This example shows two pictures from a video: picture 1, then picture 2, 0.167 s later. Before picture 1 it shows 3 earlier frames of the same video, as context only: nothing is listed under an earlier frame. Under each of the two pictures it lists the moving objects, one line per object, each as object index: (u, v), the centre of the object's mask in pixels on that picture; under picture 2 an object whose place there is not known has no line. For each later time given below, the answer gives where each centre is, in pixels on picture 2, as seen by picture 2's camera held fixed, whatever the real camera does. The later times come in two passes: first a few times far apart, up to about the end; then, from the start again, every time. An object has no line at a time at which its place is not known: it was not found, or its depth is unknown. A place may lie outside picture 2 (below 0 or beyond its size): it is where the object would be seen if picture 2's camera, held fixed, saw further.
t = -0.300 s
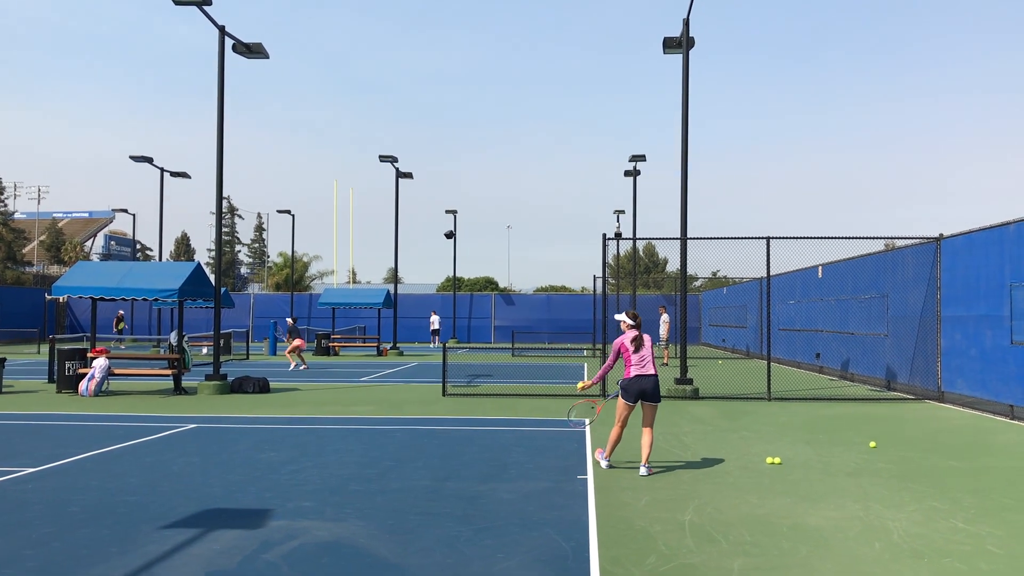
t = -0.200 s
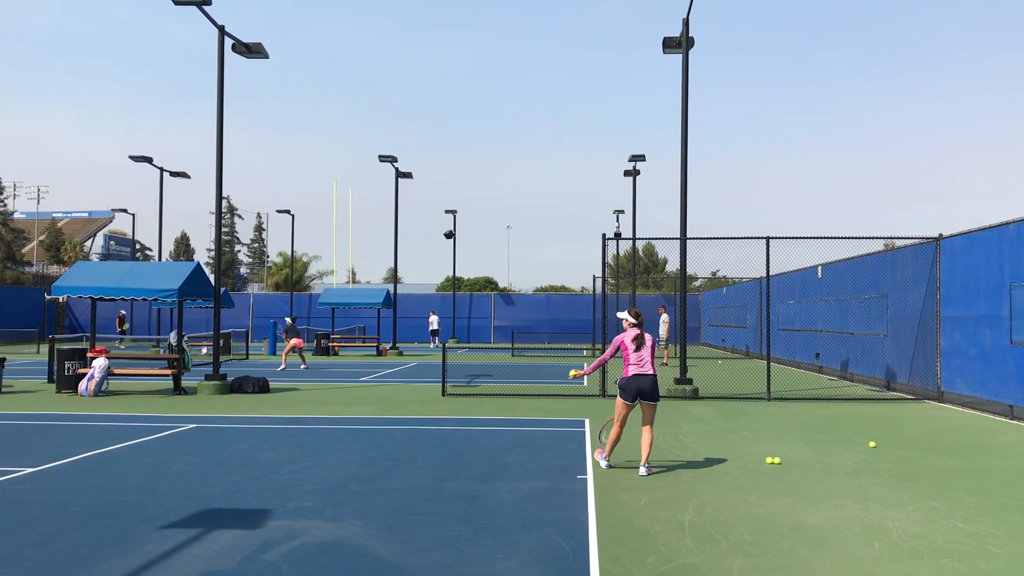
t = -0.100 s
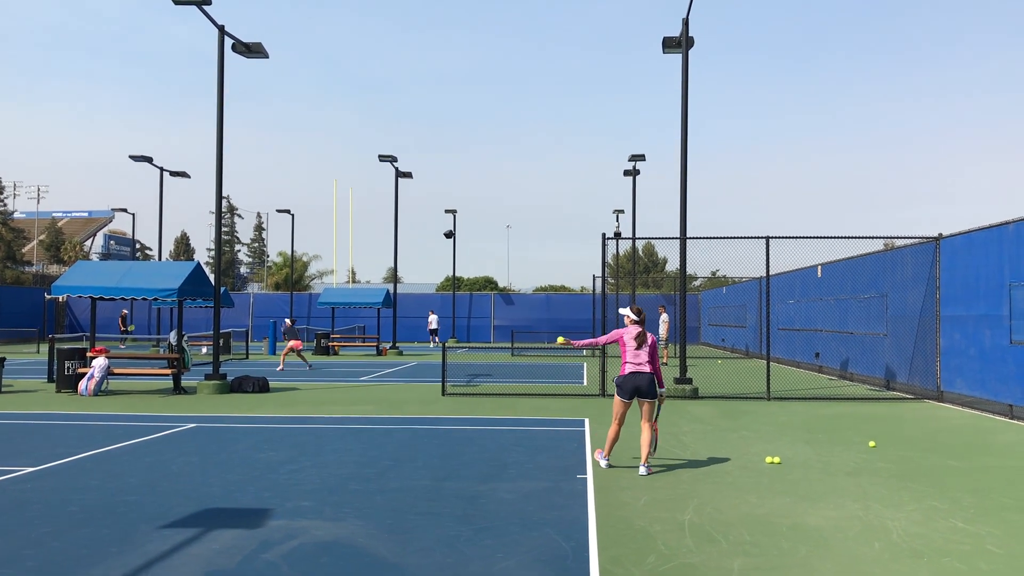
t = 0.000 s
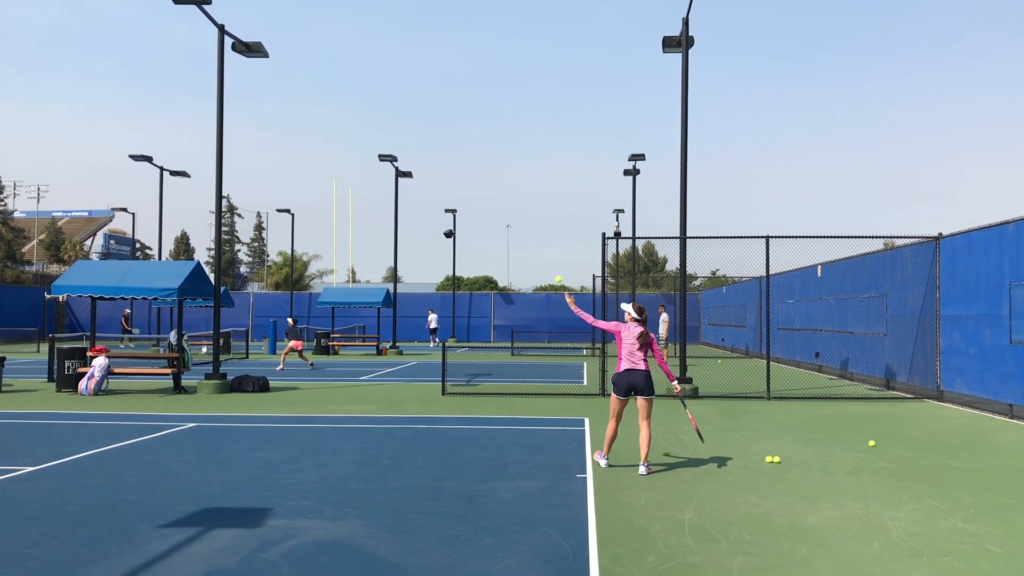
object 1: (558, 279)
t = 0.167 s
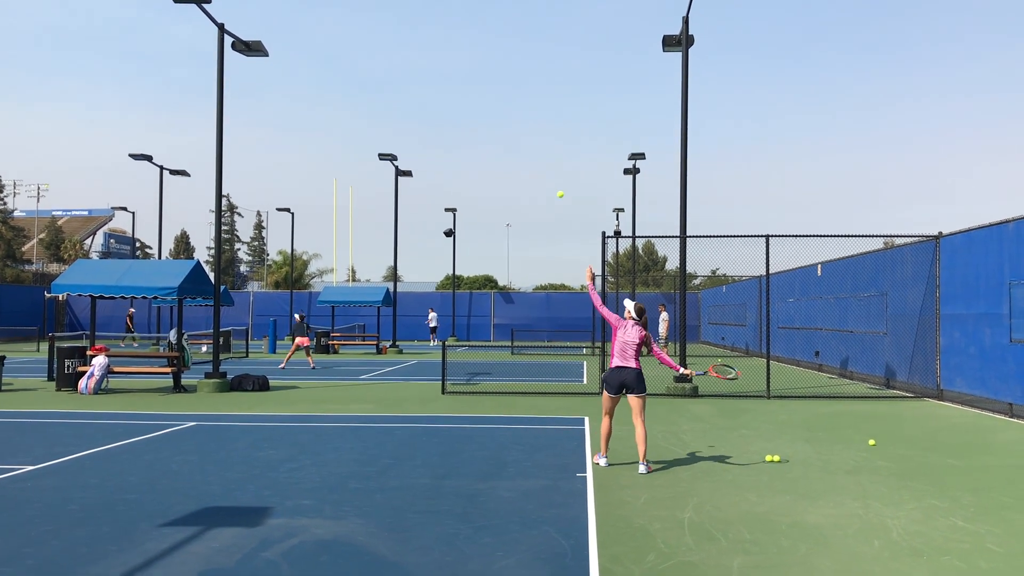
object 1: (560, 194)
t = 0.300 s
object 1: (561, 146)
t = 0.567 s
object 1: (564, 103)
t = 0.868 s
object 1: (567, 133)
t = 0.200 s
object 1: (560, 181)
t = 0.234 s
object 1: (561, 168)
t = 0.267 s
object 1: (561, 157)
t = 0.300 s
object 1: (561, 146)
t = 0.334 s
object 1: (562, 137)
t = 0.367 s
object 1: (562, 129)
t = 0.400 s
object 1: (563, 122)
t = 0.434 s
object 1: (563, 116)
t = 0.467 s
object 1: (563, 111)
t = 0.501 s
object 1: (563, 107)
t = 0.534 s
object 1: (564, 104)
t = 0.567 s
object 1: (564, 103)
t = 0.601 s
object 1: (564, 102)
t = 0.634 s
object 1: (564, 102)
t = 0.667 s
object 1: (565, 104)
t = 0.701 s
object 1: (565, 106)
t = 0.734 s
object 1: (565, 109)
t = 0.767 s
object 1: (566, 114)
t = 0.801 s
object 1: (566, 119)
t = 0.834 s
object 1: (567, 126)
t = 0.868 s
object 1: (567, 133)
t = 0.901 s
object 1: (567, 142)
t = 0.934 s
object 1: (567, 151)
